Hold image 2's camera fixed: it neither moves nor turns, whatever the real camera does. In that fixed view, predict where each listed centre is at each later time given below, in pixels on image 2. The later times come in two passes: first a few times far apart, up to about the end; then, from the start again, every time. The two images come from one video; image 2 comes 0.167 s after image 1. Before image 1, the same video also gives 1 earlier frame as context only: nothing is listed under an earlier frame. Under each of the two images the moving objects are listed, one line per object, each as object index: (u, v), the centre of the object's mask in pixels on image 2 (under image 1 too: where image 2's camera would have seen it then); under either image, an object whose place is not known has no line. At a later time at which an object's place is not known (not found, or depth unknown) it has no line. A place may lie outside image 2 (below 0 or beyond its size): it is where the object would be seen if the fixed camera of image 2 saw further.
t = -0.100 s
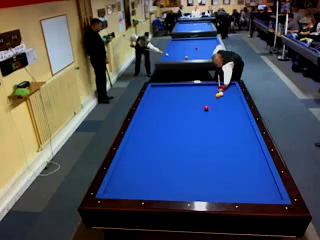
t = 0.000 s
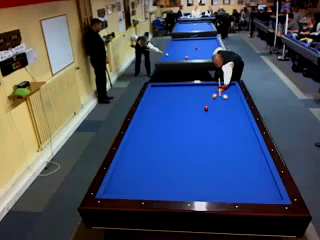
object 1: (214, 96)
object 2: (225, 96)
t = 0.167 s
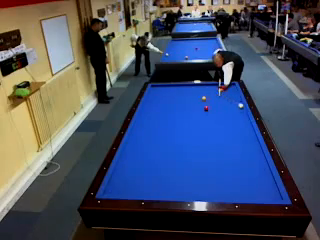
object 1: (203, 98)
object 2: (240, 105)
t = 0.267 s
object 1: (198, 100)
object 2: (239, 111)
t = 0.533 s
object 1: (183, 103)
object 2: (230, 125)
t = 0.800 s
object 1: (166, 107)
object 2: (220, 143)
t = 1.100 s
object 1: (148, 112)
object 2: (205, 168)
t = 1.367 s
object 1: (145, 115)
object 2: (187, 194)
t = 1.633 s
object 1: (153, 117)
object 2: (162, 174)
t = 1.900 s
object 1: (162, 120)
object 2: (142, 160)
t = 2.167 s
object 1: (170, 123)
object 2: (126, 148)
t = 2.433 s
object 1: (179, 127)
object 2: (141, 138)
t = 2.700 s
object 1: (188, 129)
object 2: (154, 129)
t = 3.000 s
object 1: (198, 133)
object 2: (168, 121)
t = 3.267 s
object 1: (207, 136)
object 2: (178, 115)
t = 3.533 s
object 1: (217, 140)
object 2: (187, 108)
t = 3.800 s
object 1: (227, 143)
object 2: (195, 103)
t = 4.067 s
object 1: (236, 146)
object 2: (203, 98)
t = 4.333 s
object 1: (247, 150)
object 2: (210, 94)
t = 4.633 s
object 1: (258, 154)
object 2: (216, 89)
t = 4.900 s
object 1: (258, 156)
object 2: (222, 85)
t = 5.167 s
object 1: (254, 158)
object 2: (229, 84)
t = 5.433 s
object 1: (250, 160)
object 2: (232, 86)
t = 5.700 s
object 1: (246, 162)
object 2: (229, 89)
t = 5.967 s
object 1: (243, 164)
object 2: (226, 91)
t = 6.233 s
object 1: (240, 165)
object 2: (222, 92)
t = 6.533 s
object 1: (236, 167)
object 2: (219, 95)
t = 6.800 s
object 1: (233, 168)
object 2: (215, 98)
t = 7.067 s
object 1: (231, 170)
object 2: (211, 100)
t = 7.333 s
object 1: (228, 171)
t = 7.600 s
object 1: (226, 172)
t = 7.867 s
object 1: (224, 173)
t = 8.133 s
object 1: (222, 173)
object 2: (197, 108)
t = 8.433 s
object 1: (220, 174)
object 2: (193, 110)
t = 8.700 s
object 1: (219, 174)
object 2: (190, 112)
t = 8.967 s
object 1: (218, 175)
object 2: (186, 115)
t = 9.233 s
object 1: (217, 175)
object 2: (183, 116)
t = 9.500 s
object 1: (216, 175)
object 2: (179, 118)
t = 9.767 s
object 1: (216, 175)
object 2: (176, 120)
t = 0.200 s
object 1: (201, 99)
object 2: (242, 107)
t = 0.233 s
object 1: (200, 99)
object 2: (240, 109)
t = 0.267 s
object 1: (198, 100)
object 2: (239, 111)
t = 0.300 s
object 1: (196, 100)
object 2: (238, 113)
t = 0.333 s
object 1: (194, 101)
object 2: (237, 115)
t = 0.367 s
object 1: (192, 101)
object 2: (236, 116)
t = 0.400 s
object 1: (190, 101)
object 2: (235, 118)
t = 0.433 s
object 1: (188, 102)
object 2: (233, 120)
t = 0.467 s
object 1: (186, 103)
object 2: (232, 122)
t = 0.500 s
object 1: (184, 103)
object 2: (231, 124)
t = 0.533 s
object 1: (183, 103)
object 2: (230, 125)
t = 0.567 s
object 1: (180, 104)
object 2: (229, 127)
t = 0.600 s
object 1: (178, 104)
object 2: (228, 129)
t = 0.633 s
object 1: (177, 105)
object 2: (227, 132)
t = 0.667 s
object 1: (174, 105)
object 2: (225, 134)
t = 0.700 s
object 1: (172, 106)
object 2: (224, 136)
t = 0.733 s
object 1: (170, 107)
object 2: (222, 138)
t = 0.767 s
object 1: (168, 107)
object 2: (221, 140)
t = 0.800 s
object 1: (166, 107)
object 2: (220, 143)
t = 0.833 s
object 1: (164, 108)
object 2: (218, 145)
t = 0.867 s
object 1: (162, 108)
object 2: (217, 148)
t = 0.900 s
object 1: (160, 109)
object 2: (215, 151)
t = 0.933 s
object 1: (158, 109)
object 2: (213, 153)
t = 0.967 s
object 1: (156, 110)
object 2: (212, 156)
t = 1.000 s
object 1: (154, 110)
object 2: (210, 159)
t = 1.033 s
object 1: (152, 111)
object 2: (208, 162)
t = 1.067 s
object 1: (150, 111)
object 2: (207, 165)
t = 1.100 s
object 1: (148, 112)
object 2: (205, 168)
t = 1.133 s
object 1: (146, 112)
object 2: (203, 171)
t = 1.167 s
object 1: (143, 112)
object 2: (201, 174)
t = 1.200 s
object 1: (141, 113)
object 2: (199, 178)
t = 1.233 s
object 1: (141, 114)
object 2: (197, 181)
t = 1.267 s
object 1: (142, 114)
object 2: (195, 186)
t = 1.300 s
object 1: (143, 114)
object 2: (192, 189)
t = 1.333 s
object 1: (144, 114)
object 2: (190, 192)
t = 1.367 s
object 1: (145, 115)
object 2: (187, 194)
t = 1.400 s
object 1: (146, 115)
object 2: (183, 191)
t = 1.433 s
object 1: (147, 115)
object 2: (180, 188)
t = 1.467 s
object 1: (148, 116)
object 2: (177, 185)
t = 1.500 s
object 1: (149, 116)
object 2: (174, 183)
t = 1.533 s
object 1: (150, 116)
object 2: (171, 180)
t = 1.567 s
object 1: (151, 117)
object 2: (168, 178)
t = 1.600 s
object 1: (152, 117)
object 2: (165, 176)
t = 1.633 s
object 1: (153, 117)
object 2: (162, 174)
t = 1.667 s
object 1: (154, 118)
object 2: (160, 172)
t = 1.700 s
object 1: (155, 118)
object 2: (157, 170)
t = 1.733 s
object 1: (157, 119)
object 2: (154, 168)
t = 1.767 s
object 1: (157, 119)
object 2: (152, 166)
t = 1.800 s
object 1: (158, 119)
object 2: (149, 164)
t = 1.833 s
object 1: (159, 120)
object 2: (147, 163)
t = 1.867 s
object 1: (160, 120)
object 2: (145, 161)
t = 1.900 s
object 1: (162, 120)
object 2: (142, 160)
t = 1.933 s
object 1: (162, 121)
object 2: (140, 158)
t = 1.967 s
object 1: (164, 121)
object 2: (138, 157)
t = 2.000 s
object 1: (165, 121)
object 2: (136, 155)
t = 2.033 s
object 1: (166, 122)
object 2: (134, 153)
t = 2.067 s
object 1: (167, 122)
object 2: (132, 152)
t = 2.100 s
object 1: (168, 123)
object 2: (130, 150)
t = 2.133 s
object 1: (169, 123)
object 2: (128, 149)
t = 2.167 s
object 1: (170, 123)
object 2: (126, 148)
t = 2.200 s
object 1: (171, 124)
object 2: (127, 147)
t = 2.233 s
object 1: (172, 124)
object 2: (130, 145)
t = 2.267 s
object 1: (173, 124)
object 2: (132, 144)
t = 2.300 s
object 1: (174, 125)
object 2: (134, 143)
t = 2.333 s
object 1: (175, 125)
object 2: (136, 141)
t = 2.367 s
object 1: (177, 126)
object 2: (138, 140)
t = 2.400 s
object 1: (178, 126)
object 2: (139, 139)
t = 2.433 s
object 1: (179, 127)
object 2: (141, 138)
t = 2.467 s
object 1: (180, 127)
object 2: (143, 137)
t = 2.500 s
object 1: (181, 127)
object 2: (145, 136)
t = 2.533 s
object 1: (182, 127)
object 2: (146, 135)
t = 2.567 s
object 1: (183, 128)
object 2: (148, 134)
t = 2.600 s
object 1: (184, 128)
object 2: (149, 132)
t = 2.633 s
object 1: (185, 129)
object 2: (151, 131)
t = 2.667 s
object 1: (187, 129)
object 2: (152, 130)
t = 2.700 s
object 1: (188, 129)
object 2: (154, 129)
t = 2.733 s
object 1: (189, 130)
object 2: (156, 128)
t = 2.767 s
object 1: (190, 130)
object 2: (157, 127)
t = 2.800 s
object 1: (191, 130)
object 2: (158, 126)
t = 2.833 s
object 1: (192, 131)
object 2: (160, 126)
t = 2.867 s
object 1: (193, 131)
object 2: (162, 125)
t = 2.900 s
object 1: (195, 132)
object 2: (163, 124)
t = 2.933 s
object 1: (196, 132)
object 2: (164, 123)
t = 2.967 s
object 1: (197, 132)
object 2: (166, 122)
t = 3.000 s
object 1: (198, 133)
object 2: (168, 121)
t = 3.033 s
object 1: (199, 133)
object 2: (169, 120)
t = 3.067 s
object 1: (200, 134)
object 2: (170, 119)
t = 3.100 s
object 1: (201, 134)
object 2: (172, 118)
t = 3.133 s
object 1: (203, 135)
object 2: (172, 117)
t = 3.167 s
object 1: (204, 135)
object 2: (173, 117)
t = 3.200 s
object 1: (205, 135)
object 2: (175, 116)
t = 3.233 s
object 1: (206, 136)
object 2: (176, 115)
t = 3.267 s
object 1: (207, 136)
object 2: (178, 115)
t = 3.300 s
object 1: (208, 137)
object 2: (179, 114)
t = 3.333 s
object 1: (210, 137)
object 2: (180, 113)
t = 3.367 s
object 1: (211, 137)
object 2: (181, 112)
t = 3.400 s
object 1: (212, 138)
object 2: (182, 111)
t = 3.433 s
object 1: (213, 138)
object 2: (183, 111)
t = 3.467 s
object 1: (214, 139)
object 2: (185, 110)
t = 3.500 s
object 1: (216, 139)
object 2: (186, 109)
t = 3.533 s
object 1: (217, 140)
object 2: (187, 108)
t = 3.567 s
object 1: (218, 140)
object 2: (188, 108)
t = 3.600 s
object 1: (219, 140)
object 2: (189, 107)
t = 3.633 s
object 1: (220, 141)
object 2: (190, 106)
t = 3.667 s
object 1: (222, 141)
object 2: (191, 106)
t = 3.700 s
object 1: (223, 141)
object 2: (192, 105)
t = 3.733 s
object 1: (224, 142)
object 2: (193, 104)
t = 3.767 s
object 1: (225, 142)
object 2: (194, 104)
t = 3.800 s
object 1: (227, 143)
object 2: (195, 103)
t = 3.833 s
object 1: (228, 143)
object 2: (196, 102)
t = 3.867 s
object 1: (229, 144)
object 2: (197, 102)
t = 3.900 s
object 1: (230, 144)
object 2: (198, 101)
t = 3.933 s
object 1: (232, 145)
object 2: (199, 101)
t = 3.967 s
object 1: (233, 145)
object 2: (200, 100)
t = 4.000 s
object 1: (234, 145)
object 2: (201, 99)
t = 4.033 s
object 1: (235, 146)
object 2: (202, 99)
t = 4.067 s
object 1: (236, 146)
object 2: (203, 98)
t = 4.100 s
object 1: (238, 147)
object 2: (203, 98)
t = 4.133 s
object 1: (239, 147)
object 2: (204, 97)
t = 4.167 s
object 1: (240, 148)
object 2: (205, 97)
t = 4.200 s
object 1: (242, 148)
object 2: (206, 96)
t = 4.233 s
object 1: (243, 149)
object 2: (207, 95)
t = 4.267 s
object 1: (244, 149)
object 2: (208, 95)
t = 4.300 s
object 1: (245, 150)
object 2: (209, 94)
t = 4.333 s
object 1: (247, 150)
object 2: (210, 94)
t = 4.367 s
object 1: (248, 150)
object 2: (210, 93)
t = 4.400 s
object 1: (249, 151)
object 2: (211, 93)
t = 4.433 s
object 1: (250, 151)
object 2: (212, 92)
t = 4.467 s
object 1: (252, 152)
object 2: (212, 91)
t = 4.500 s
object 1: (253, 152)
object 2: (213, 91)
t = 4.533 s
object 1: (254, 152)
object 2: (214, 91)
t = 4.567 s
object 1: (255, 153)
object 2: (215, 90)
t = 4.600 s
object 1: (257, 153)
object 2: (216, 89)
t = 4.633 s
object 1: (258, 154)
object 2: (216, 89)
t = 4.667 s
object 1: (259, 154)
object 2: (217, 89)
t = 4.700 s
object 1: (261, 155)
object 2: (218, 88)
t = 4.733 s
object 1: (260, 155)
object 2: (219, 87)
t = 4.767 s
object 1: (260, 155)
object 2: (220, 87)
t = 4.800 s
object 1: (259, 156)
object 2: (220, 87)
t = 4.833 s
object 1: (259, 156)
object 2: (221, 86)
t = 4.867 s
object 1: (259, 156)
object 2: (221, 86)
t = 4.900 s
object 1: (258, 156)
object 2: (222, 85)
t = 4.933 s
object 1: (258, 156)
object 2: (223, 85)
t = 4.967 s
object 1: (257, 157)
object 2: (224, 84)
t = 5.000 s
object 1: (257, 157)
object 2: (224, 84)
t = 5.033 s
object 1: (256, 157)
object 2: (225, 83)
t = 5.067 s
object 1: (256, 157)
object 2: (226, 84)
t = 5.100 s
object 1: (255, 157)
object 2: (227, 84)
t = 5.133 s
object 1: (255, 158)
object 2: (228, 84)
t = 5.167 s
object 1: (254, 158)
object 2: (229, 84)
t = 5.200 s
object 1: (254, 158)
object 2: (230, 85)
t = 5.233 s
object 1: (253, 159)
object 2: (231, 85)
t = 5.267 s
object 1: (252, 159)
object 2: (231, 85)
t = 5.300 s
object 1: (252, 159)
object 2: (233, 85)
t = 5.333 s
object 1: (252, 159)
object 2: (233, 86)
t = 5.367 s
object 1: (252, 159)
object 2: (233, 86)
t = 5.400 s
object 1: (251, 160)
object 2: (233, 86)
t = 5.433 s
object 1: (250, 160)
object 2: (232, 86)
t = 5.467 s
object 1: (250, 160)
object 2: (232, 87)
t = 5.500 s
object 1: (249, 161)
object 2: (232, 87)
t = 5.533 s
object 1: (249, 161)
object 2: (231, 87)
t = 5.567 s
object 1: (249, 161)
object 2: (231, 87)
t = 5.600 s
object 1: (248, 161)
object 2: (230, 88)
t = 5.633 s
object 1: (248, 161)
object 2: (230, 88)
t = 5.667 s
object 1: (247, 162)
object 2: (229, 88)
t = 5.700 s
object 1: (246, 162)
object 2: (229, 89)
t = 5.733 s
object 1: (246, 162)
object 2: (228, 89)
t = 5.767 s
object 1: (246, 162)
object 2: (228, 89)
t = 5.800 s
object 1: (245, 163)
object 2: (228, 89)
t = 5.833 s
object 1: (245, 163)
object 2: (227, 89)
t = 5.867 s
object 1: (244, 163)
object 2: (227, 90)
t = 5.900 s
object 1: (244, 164)
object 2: (226, 90)
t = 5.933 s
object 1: (244, 164)
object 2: (226, 90)
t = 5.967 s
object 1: (243, 164)
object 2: (226, 91)
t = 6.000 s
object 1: (243, 164)
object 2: (226, 91)
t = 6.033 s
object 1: (243, 164)
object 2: (225, 91)
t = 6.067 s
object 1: (242, 164)
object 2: (225, 92)
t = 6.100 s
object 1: (242, 165)
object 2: (224, 92)
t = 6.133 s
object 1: (241, 165)
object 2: (224, 92)
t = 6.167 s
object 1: (241, 165)
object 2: (223, 92)
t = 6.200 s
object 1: (241, 165)
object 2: (223, 92)
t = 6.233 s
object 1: (240, 165)
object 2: (222, 92)
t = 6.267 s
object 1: (240, 166)
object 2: (222, 93)
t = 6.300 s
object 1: (239, 166)
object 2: (221, 93)
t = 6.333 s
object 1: (239, 166)
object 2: (221, 93)
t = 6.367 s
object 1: (238, 166)
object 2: (221, 94)
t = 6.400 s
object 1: (238, 166)
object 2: (220, 94)
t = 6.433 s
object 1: (238, 167)
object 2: (220, 94)
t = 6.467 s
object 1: (237, 167)
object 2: (219, 94)
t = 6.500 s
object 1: (237, 167)
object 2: (219, 95)
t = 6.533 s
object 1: (236, 167)
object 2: (219, 95)
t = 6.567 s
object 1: (236, 167)
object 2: (218, 95)
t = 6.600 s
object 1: (236, 167)
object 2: (218, 96)
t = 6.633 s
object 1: (235, 168)
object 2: (217, 96)
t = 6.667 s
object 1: (235, 168)
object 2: (217, 96)
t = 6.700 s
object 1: (234, 168)
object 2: (216, 96)
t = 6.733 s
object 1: (234, 168)
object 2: (216, 97)
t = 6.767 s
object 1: (234, 168)
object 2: (215, 97)
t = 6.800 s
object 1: (233, 168)
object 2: (215, 98)
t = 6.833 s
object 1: (233, 169)
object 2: (215, 98)
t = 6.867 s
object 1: (233, 168)
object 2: (214, 98)
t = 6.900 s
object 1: (232, 169)
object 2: (214, 98)
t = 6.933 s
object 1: (232, 169)
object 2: (213, 99)
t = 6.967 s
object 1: (231, 169)
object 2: (213, 99)
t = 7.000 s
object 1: (231, 169)
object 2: (212, 99)
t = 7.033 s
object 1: (231, 169)
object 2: (212, 99)
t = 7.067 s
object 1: (231, 170)
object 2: (211, 100)
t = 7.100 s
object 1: (230, 170)
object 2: (211, 100)
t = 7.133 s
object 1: (230, 170)
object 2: (211, 100)
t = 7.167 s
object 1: (230, 170)
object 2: (210, 100)
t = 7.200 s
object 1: (229, 170)
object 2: (209, 101)
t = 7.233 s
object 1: (229, 170)
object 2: (209, 101)
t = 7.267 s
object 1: (229, 170)
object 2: (209, 101)
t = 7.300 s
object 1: (228, 171)
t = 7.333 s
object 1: (228, 171)
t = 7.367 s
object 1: (228, 171)
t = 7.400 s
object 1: (228, 171)
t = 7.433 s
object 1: (227, 171)
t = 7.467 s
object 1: (227, 171)
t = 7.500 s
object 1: (227, 171)
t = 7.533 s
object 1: (226, 171)
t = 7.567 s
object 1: (226, 171)
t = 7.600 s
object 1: (226, 172)
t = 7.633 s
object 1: (226, 172)
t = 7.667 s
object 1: (226, 172)
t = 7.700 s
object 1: (225, 172)
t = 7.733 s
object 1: (225, 172)
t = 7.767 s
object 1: (225, 172)
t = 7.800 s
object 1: (224, 172)
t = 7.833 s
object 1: (224, 172)
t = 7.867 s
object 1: (224, 173)
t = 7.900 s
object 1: (224, 173)
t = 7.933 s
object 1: (223, 173)
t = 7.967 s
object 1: (223, 173)
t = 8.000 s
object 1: (223, 173)
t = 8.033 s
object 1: (222, 173)
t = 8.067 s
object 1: (222, 173)
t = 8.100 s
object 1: (222, 173)
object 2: (198, 108)
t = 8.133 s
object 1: (222, 173)
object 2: (197, 108)
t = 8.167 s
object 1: (221, 173)
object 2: (197, 108)
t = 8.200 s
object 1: (221, 173)
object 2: (196, 108)
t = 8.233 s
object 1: (221, 173)
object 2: (196, 109)
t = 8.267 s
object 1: (221, 174)
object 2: (195, 109)
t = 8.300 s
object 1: (220, 174)
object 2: (195, 109)
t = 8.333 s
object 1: (220, 174)
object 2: (195, 110)
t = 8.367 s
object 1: (220, 174)
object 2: (194, 110)
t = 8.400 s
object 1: (220, 174)
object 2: (194, 110)
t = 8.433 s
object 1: (220, 174)
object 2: (193, 110)
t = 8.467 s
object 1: (220, 174)
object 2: (193, 111)
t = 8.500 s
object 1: (219, 174)
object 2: (193, 111)
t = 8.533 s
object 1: (219, 174)
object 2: (192, 111)
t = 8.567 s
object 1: (219, 174)
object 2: (192, 111)
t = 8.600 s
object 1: (219, 174)
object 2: (191, 112)
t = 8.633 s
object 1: (219, 174)
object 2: (191, 112)
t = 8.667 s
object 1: (219, 174)
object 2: (190, 112)
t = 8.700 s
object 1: (219, 174)
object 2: (190, 112)
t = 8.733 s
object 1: (218, 175)
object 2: (189, 113)
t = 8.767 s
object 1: (218, 175)
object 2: (189, 113)
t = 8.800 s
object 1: (219, 175)
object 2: (188, 113)
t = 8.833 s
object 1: (218, 175)
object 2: (188, 113)
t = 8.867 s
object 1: (218, 175)
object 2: (187, 114)
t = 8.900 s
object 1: (218, 175)
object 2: (187, 114)
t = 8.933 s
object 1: (218, 175)
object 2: (187, 114)
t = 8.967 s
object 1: (218, 175)
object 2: (186, 115)
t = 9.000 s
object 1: (217, 175)
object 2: (186, 115)
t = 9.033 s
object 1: (217, 175)
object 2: (185, 115)
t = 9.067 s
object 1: (217, 175)
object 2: (185, 115)
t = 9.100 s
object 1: (217, 175)
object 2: (184, 115)
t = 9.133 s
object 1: (217, 175)
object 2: (184, 116)
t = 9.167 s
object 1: (217, 175)
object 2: (184, 116)
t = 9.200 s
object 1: (217, 175)
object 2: (183, 116)
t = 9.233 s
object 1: (217, 175)
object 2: (183, 116)
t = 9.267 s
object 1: (217, 175)
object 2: (182, 117)
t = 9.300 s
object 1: (216, 175)
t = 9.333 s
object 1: (216, 175)
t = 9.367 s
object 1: (216, 175)
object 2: (181, 117)
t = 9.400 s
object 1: (216, 175)
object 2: (180, 118)
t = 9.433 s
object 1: (216, 175)
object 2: (180, 118)
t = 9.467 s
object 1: (216, 175)
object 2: (180, 118)
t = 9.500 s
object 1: (216, 175)
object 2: (179, 118)
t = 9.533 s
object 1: (216, 175)
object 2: (179, 119)
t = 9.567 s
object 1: (216, 175)
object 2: (179, 119)
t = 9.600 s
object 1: (216, 175)
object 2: (178, 119)
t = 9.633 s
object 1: (216, 175)
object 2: (178, 119)
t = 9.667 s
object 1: (216, 175)
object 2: (177, 119)
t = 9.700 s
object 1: (216, 175)
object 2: (177, 120)
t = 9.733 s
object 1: (216, 175)
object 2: (176, 120)
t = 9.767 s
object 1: (216, 175)
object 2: (176, 120)
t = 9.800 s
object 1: (216, 175)
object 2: (176, 120)
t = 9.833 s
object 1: (216, 175)
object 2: (175, 121)
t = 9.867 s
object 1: (216, 175)
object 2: (175, 121)
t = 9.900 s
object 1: (216, 175)
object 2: (174, 121)
